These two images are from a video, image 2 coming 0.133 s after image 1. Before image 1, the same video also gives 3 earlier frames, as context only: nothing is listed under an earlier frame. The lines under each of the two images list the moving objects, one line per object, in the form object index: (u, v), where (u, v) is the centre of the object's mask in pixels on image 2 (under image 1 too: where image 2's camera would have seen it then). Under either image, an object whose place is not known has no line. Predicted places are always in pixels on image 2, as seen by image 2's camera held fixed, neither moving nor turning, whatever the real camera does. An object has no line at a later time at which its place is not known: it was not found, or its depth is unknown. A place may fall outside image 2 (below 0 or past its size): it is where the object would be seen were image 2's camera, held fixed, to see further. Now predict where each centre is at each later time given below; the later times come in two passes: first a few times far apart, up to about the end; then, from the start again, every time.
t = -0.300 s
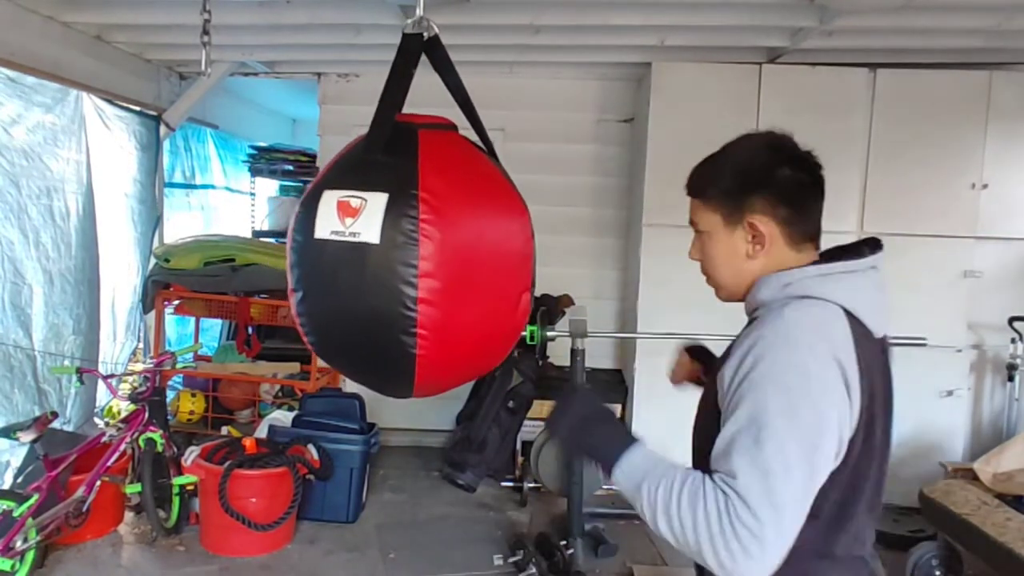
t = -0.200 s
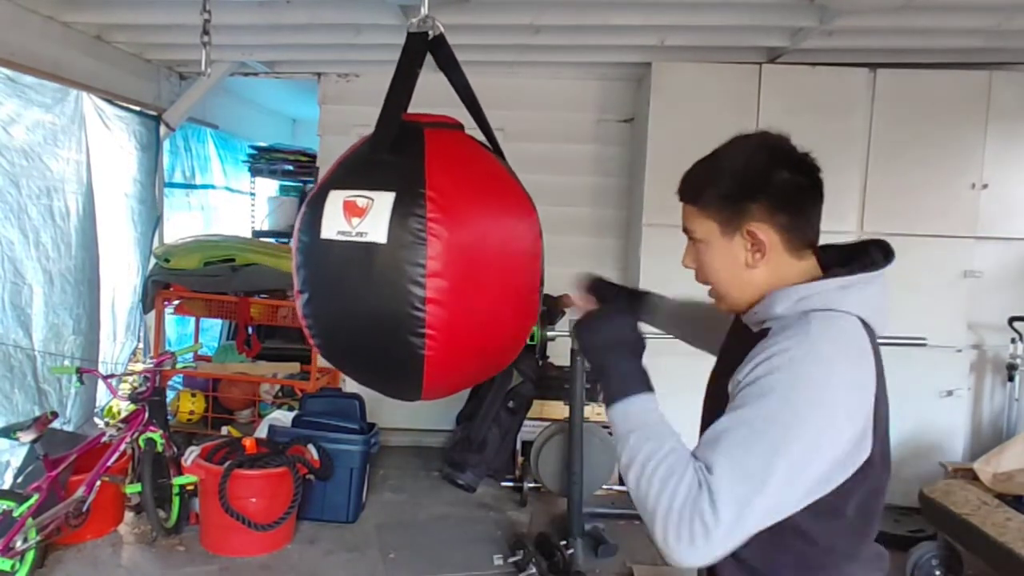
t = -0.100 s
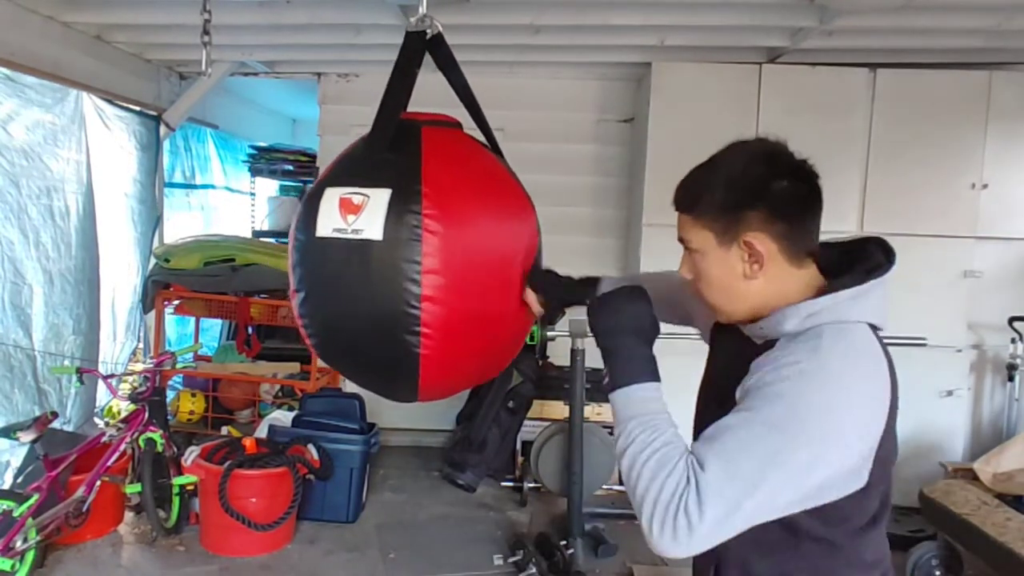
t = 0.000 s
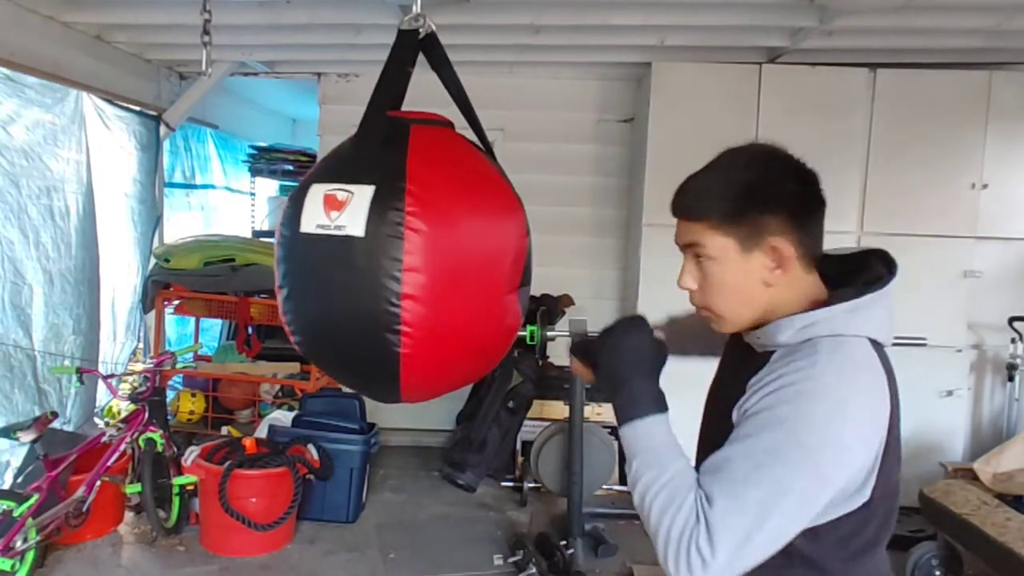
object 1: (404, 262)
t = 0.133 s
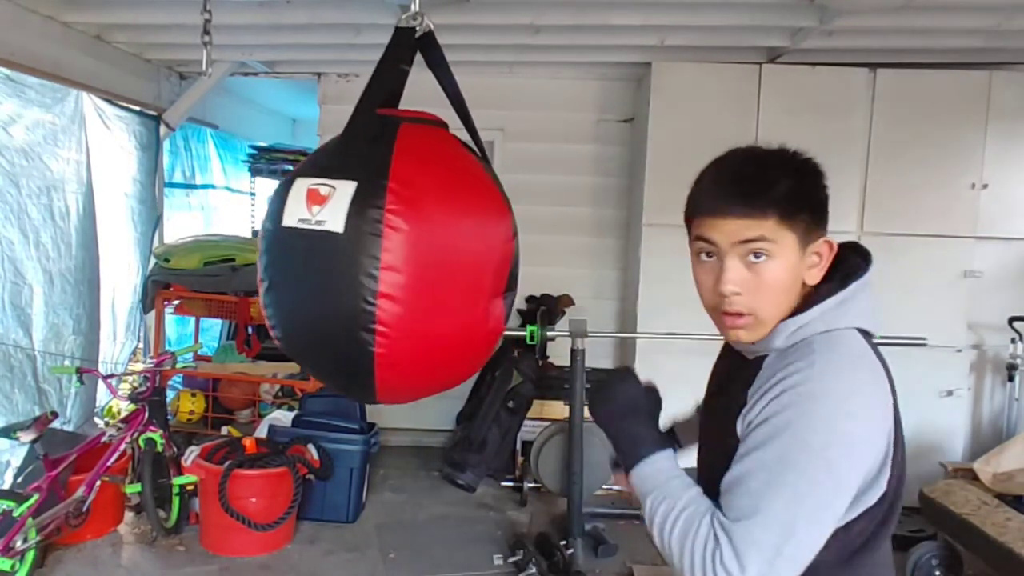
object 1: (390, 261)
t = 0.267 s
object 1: (378, 260)
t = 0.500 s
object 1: (373, 259)
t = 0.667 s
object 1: (380, 260)
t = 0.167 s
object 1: (386, 261)
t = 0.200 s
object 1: (383, 260)
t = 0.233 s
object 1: (381, 259)
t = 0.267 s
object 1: (378, 260)
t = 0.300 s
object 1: (376, 259)
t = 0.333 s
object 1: (375, 259)
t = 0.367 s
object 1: (374, 259)
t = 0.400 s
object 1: (372, 259)
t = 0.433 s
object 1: (373, 259)
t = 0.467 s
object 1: (372, 259)
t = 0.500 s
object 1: (373, 259)
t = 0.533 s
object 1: (374, 259)
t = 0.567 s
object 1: (376, 259)
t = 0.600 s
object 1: (377, 260)
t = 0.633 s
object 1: (379, 260)
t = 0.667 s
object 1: (380, 260)
